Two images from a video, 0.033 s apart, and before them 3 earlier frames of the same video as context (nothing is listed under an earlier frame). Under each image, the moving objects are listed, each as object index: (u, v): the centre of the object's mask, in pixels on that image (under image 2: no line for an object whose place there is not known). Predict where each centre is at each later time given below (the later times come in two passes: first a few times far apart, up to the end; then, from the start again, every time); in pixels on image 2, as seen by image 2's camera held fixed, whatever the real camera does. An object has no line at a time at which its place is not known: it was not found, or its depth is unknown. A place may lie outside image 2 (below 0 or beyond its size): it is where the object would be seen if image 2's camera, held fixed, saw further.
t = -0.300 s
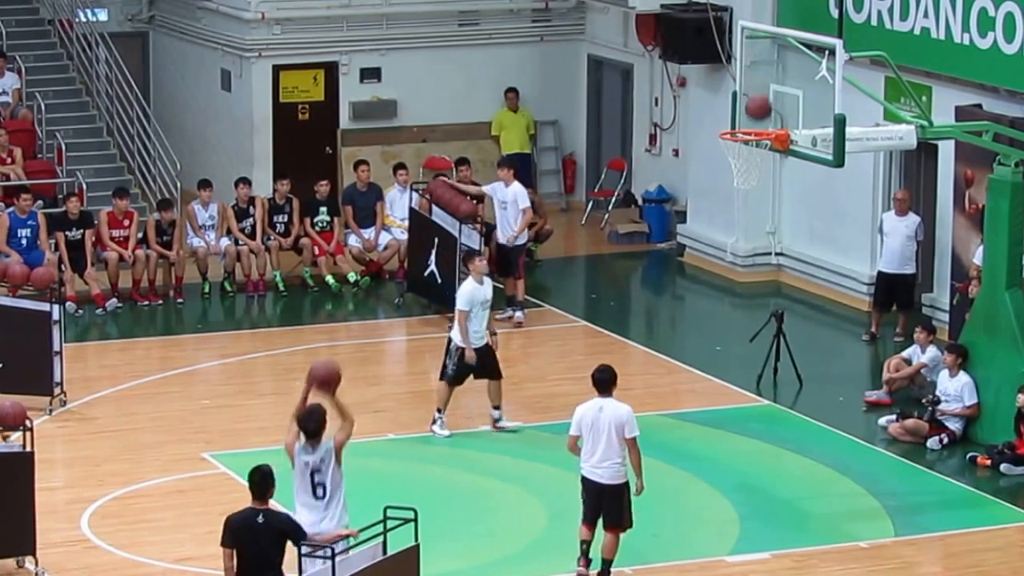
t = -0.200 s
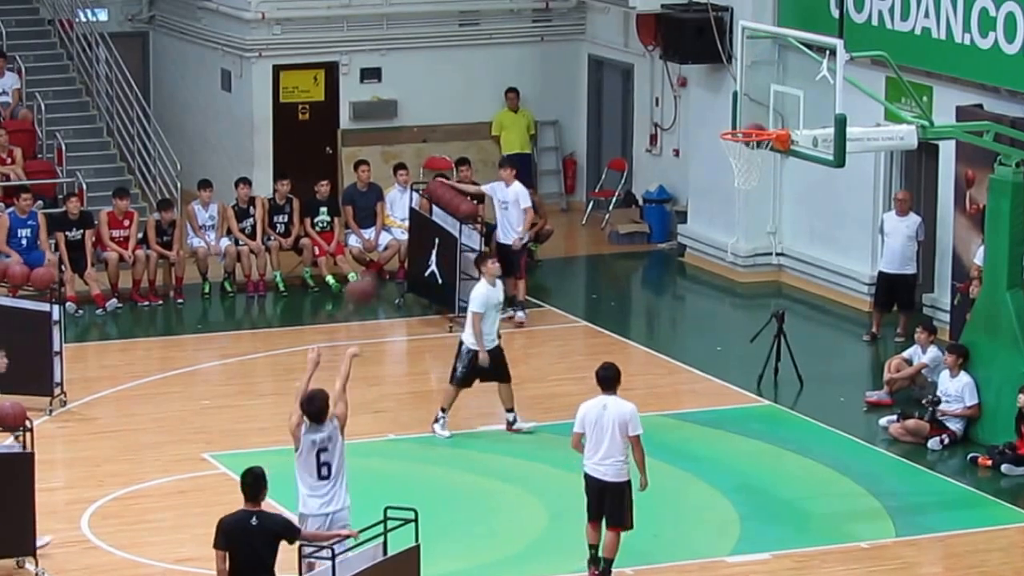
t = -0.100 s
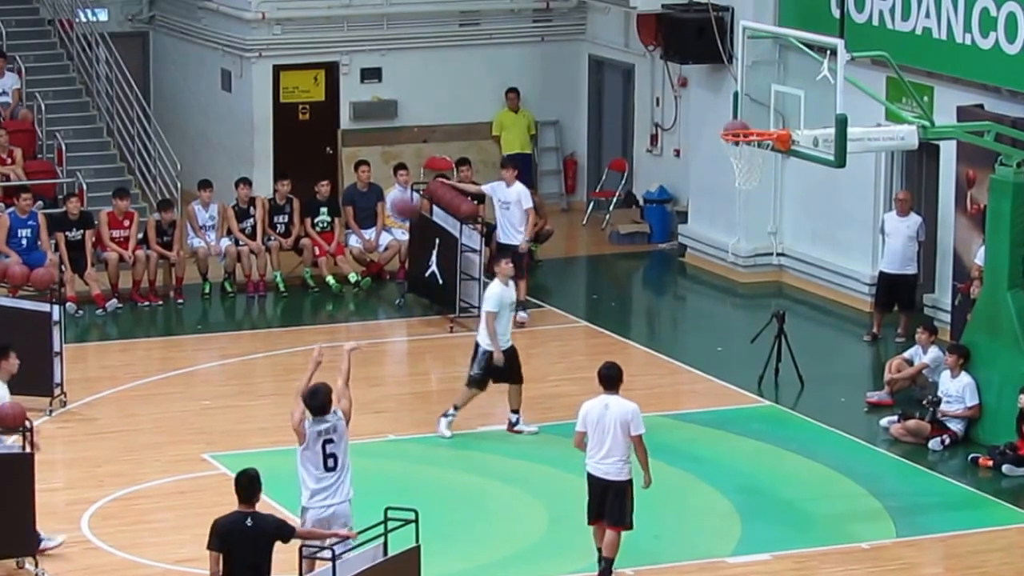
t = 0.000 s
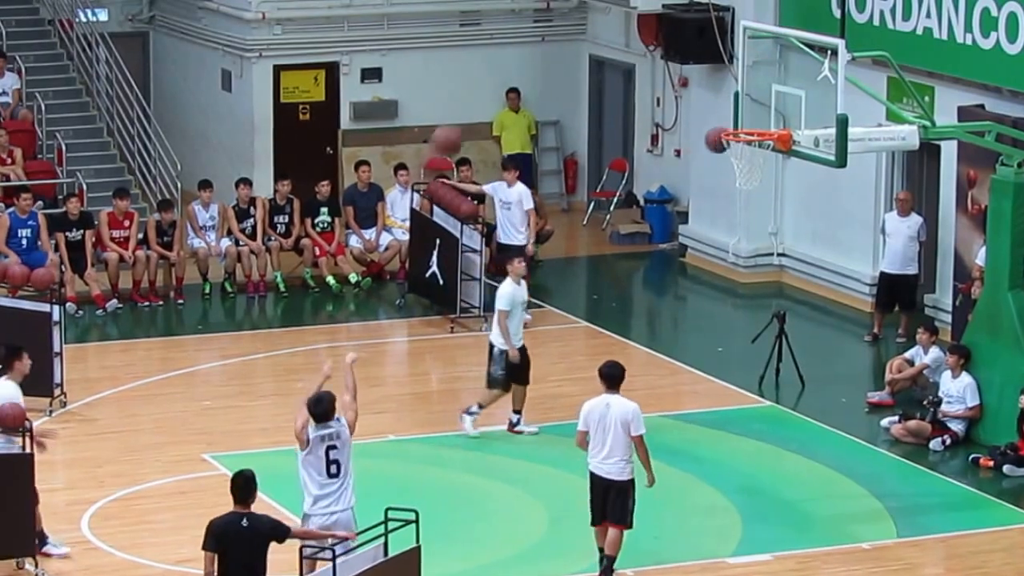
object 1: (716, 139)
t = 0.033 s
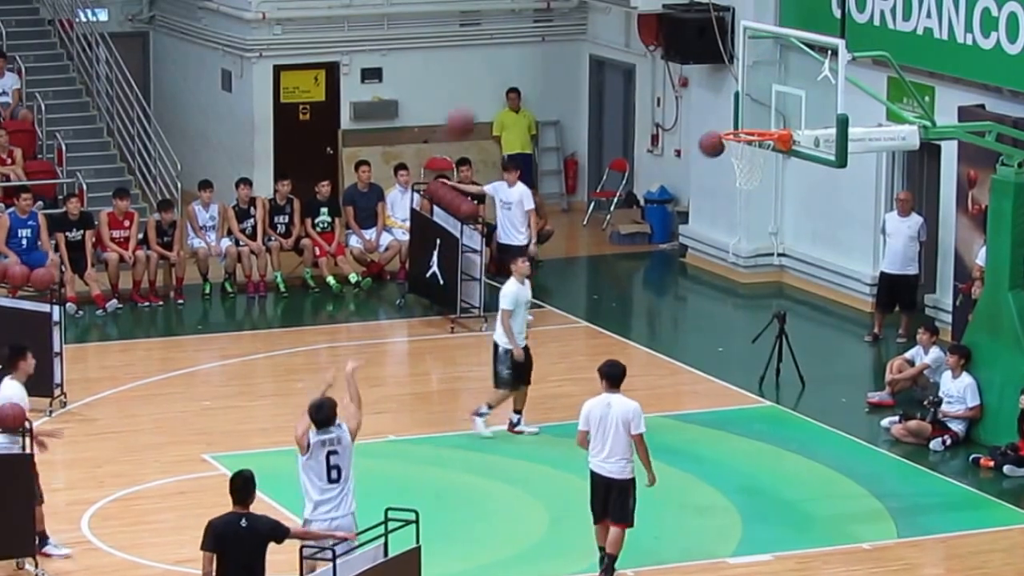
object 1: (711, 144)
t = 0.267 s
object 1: (667, 208)
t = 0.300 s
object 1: (662, 221)
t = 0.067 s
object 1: (705, 150)
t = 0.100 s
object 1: (699, 157)
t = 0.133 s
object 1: (693, 165)
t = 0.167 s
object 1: (687, 174)
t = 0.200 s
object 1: (680, 185)
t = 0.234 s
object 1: (674, 196)
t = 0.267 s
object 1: (667, 208)
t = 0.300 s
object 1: (662, 221)
